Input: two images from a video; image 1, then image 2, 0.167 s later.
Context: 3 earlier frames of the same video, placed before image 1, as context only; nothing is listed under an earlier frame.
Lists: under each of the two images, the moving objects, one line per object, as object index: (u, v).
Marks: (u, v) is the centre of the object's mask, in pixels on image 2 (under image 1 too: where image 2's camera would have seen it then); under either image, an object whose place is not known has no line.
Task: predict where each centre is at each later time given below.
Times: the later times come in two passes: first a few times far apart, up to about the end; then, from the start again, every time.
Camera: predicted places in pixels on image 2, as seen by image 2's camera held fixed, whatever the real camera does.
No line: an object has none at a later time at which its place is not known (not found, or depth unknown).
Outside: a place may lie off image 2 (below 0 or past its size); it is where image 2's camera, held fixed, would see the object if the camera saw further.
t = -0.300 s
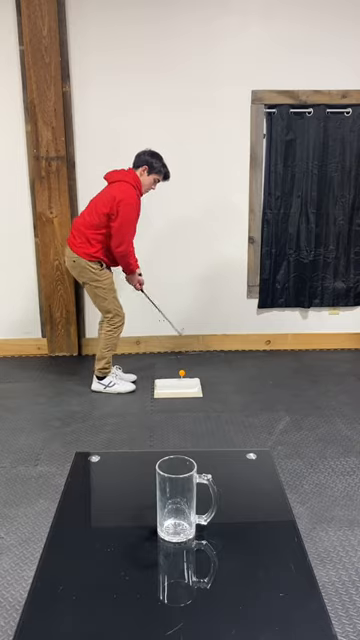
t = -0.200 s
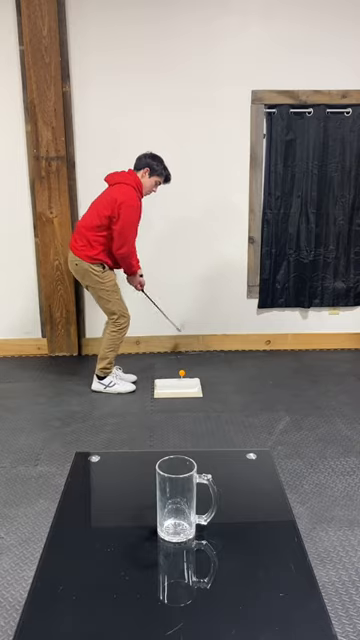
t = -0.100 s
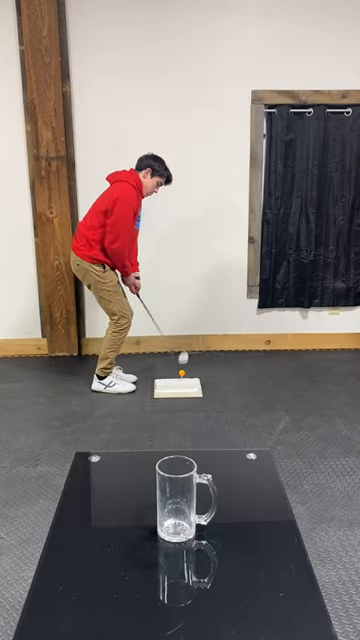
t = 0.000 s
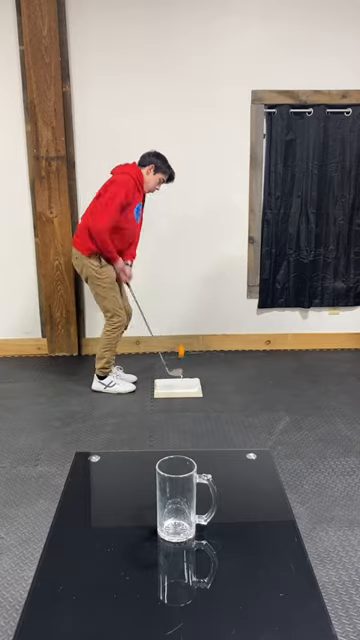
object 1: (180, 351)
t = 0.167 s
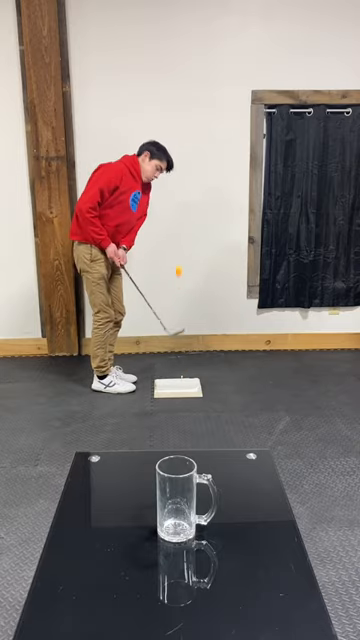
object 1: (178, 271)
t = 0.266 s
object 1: (176, 230)
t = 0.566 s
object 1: (172, 204)
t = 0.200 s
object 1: (177, 257)
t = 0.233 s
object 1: (176, 243)
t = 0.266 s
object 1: (176, 230)
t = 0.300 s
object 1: (175, 219)
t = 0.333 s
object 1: (174, 209)
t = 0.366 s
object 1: (173, 200)
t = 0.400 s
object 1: (173, 194)
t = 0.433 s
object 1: (173, 190)
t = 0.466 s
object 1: (172, 188)
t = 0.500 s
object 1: (172, 190)
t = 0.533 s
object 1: (172, 195)
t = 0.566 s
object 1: (172, 204)
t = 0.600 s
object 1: (172, 217)
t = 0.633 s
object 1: (173, 236)
